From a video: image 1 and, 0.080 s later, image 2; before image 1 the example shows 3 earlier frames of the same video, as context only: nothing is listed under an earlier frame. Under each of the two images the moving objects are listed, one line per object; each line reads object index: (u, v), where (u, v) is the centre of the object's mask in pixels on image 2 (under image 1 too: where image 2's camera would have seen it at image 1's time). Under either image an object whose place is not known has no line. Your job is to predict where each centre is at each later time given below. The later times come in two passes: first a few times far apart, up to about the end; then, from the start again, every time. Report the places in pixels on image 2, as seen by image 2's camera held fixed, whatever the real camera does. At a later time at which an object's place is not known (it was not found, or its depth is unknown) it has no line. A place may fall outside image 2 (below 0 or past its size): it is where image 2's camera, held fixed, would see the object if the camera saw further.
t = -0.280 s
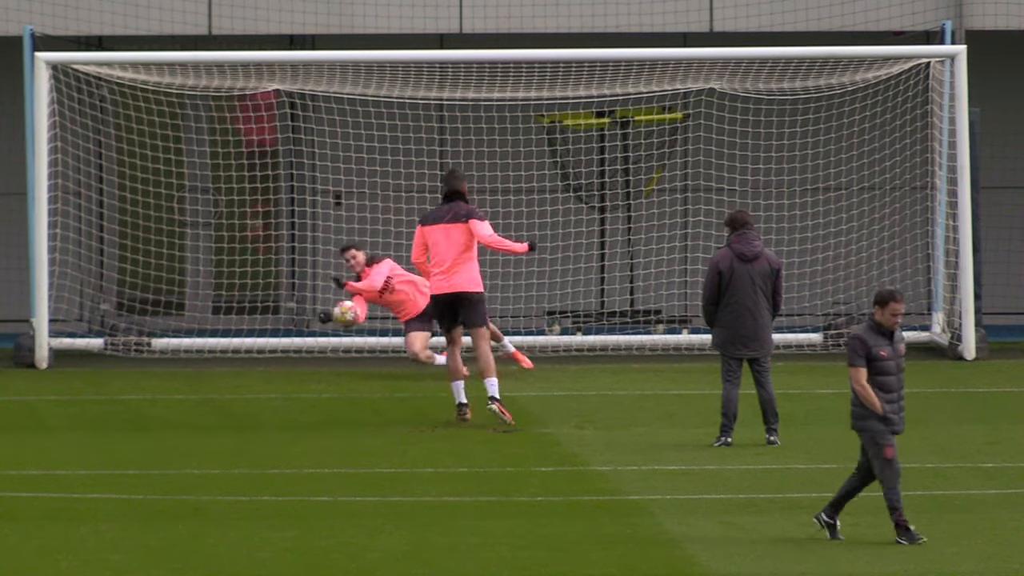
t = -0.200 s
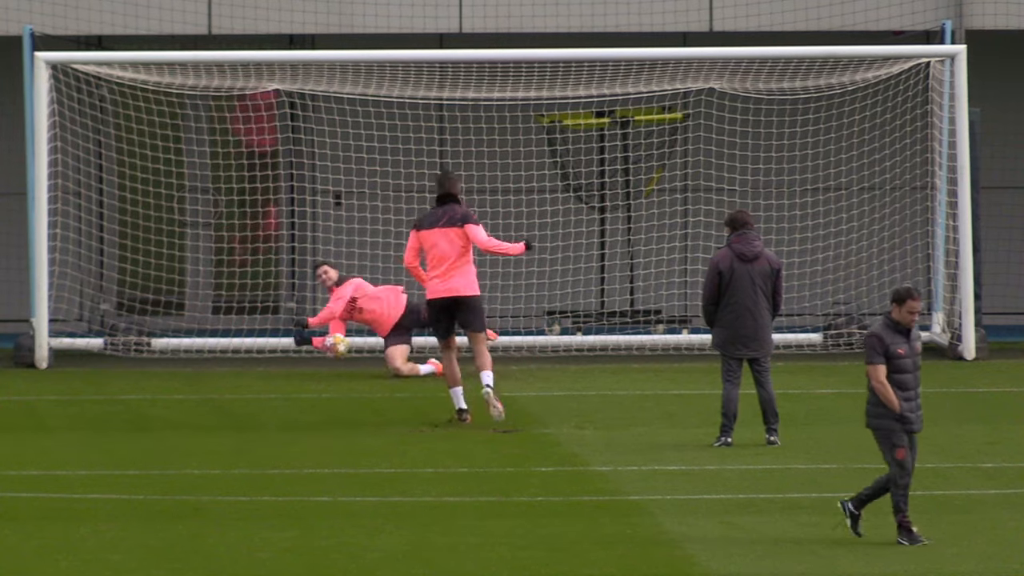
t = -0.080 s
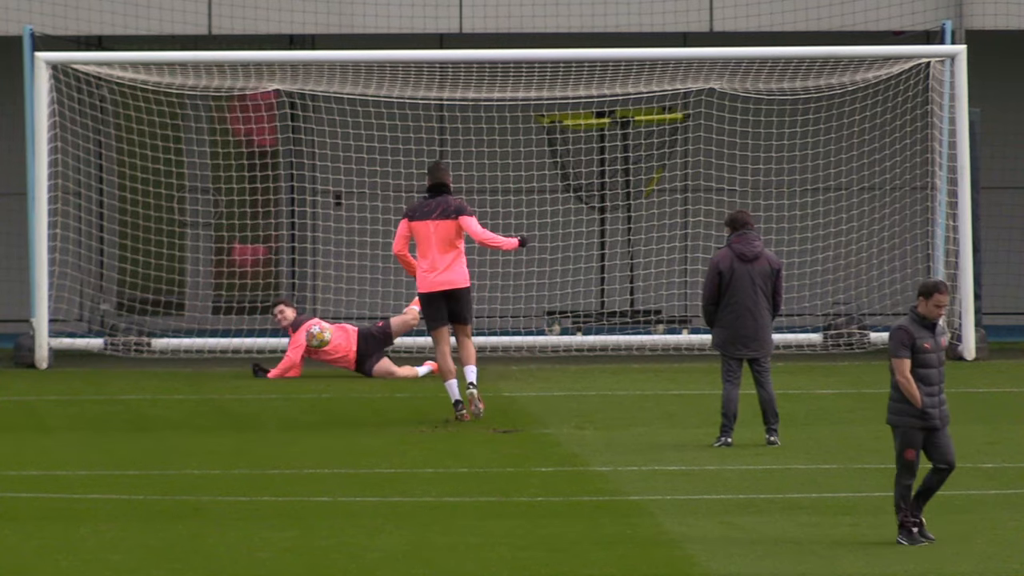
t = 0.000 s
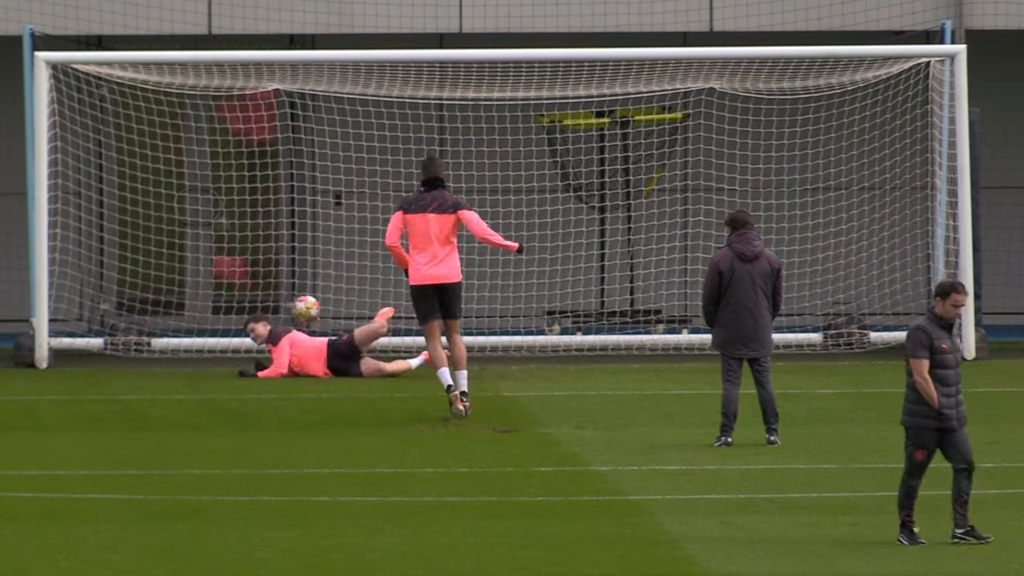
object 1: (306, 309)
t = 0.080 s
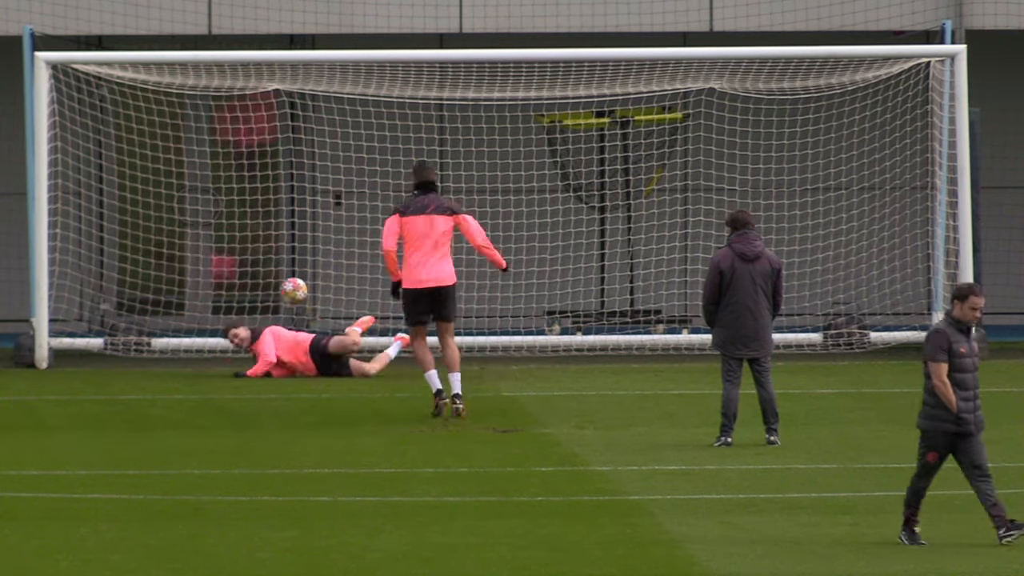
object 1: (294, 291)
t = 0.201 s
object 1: (275, 279)
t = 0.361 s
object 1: (250, 290)
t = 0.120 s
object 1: (287, 285)
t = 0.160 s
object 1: (281, 281)
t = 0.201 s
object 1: (275, 279)
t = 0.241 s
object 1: (269, 279)
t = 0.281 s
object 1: (262, 281)
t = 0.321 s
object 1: (257, 283)
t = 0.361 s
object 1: (250, 290)
